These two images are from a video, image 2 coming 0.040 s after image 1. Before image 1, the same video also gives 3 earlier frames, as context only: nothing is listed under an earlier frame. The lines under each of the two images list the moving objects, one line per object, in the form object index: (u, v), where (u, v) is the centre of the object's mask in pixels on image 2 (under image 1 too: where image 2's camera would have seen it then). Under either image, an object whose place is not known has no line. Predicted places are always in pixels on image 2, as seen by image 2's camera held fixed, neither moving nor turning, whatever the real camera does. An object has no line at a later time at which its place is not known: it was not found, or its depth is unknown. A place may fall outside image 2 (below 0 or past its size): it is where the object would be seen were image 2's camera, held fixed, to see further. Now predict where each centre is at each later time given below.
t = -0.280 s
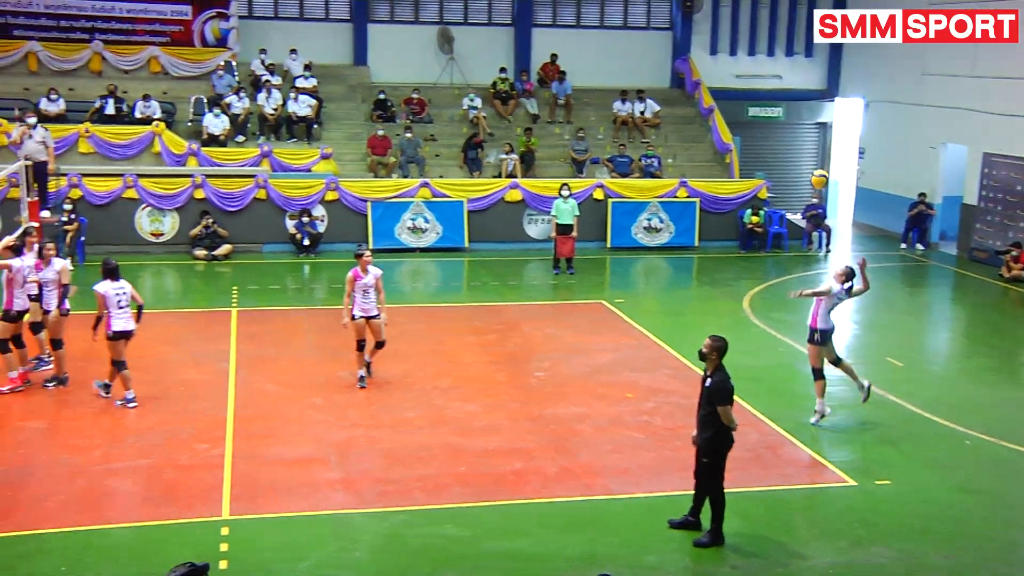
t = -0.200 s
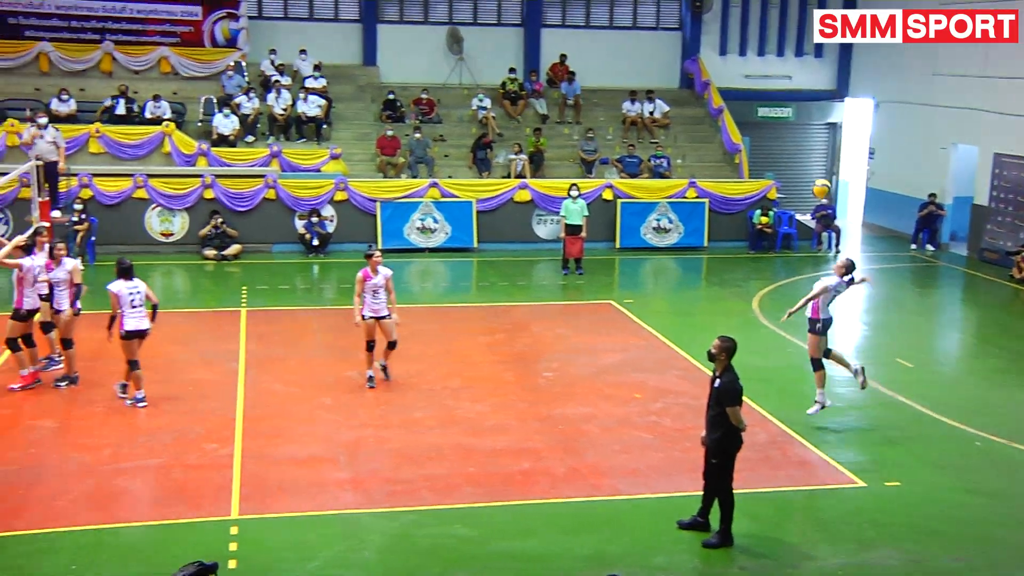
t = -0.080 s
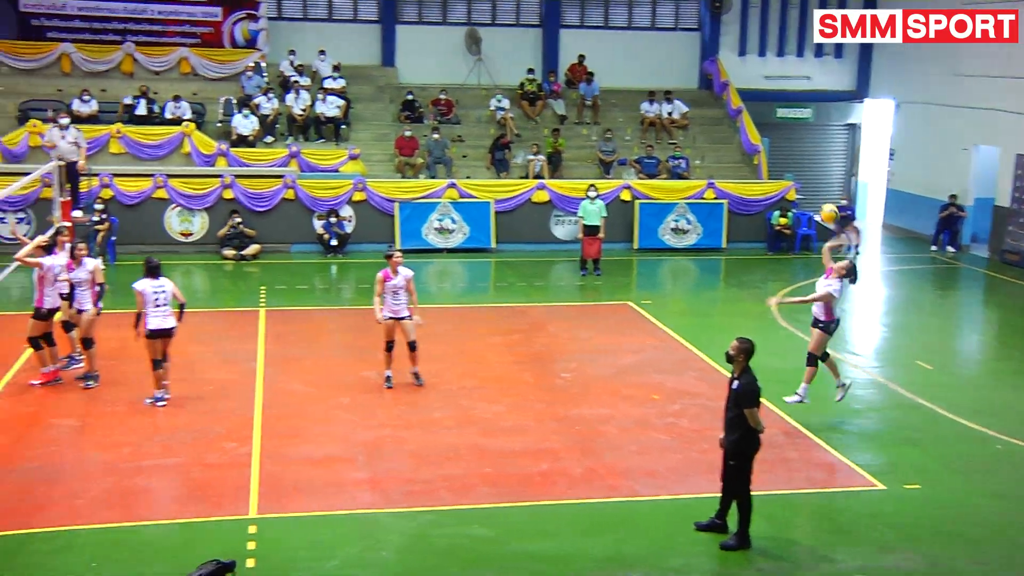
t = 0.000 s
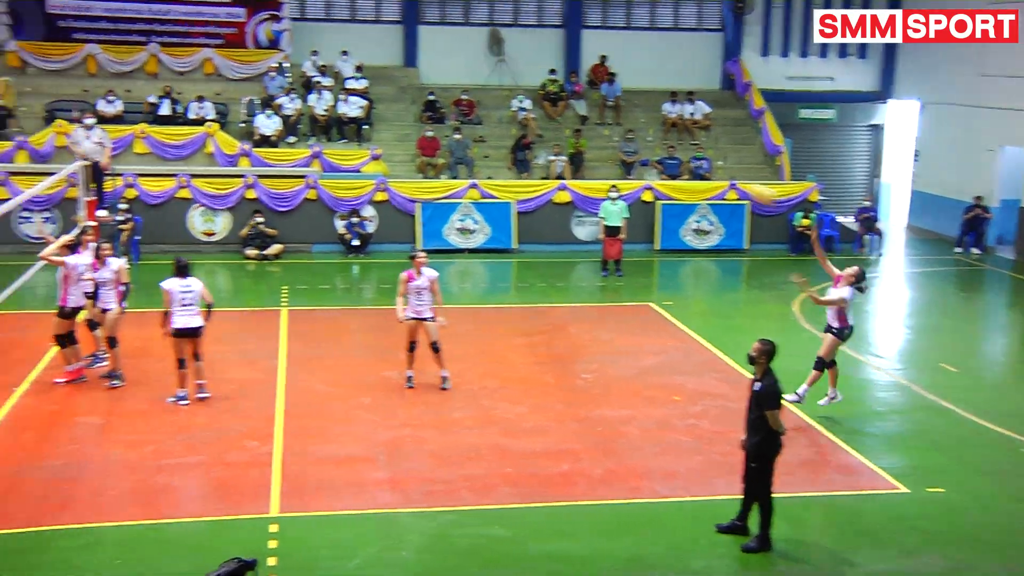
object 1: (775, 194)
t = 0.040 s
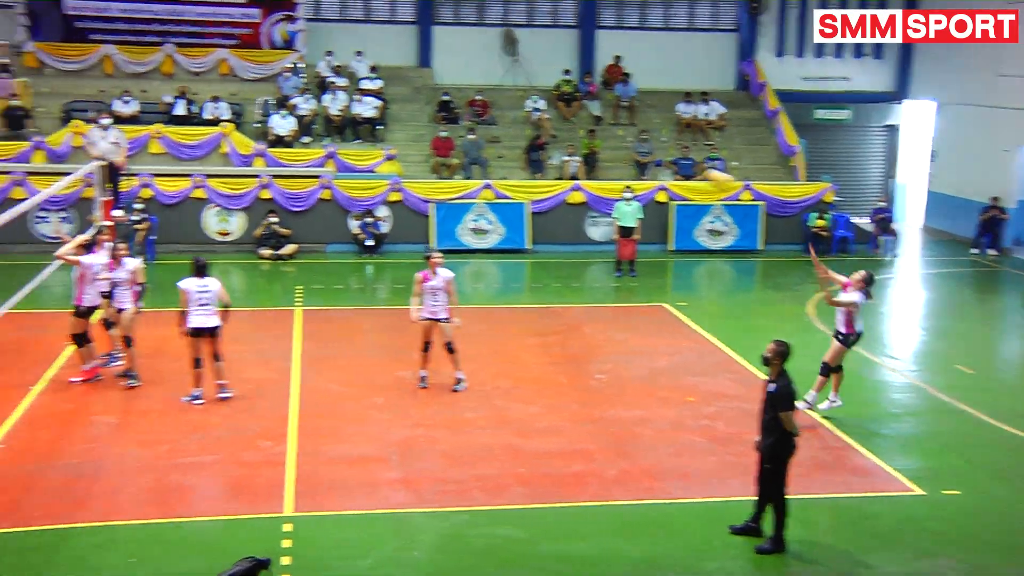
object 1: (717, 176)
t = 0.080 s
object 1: (638, 158)
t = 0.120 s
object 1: (585, 147)
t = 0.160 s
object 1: (533, 135)
